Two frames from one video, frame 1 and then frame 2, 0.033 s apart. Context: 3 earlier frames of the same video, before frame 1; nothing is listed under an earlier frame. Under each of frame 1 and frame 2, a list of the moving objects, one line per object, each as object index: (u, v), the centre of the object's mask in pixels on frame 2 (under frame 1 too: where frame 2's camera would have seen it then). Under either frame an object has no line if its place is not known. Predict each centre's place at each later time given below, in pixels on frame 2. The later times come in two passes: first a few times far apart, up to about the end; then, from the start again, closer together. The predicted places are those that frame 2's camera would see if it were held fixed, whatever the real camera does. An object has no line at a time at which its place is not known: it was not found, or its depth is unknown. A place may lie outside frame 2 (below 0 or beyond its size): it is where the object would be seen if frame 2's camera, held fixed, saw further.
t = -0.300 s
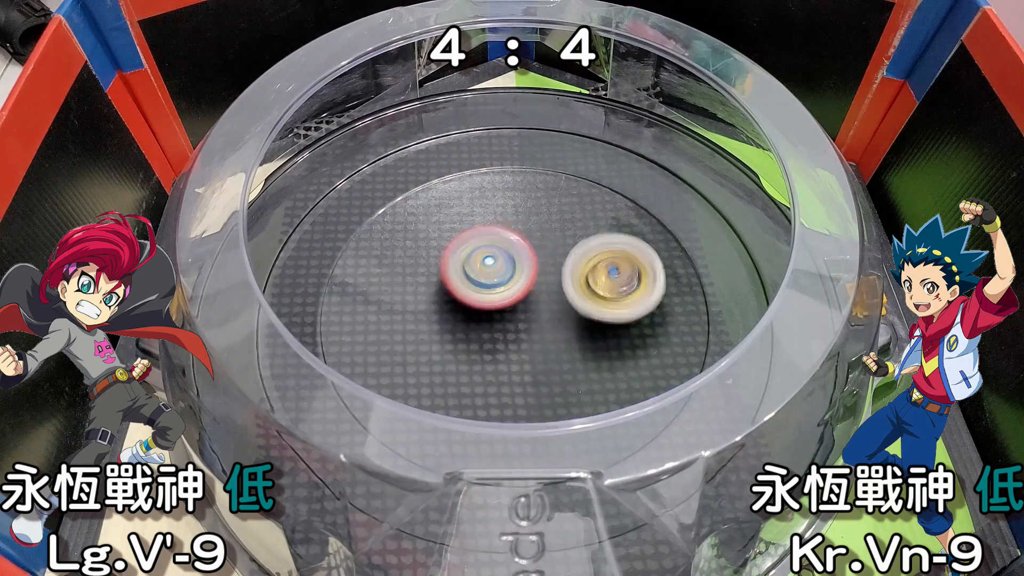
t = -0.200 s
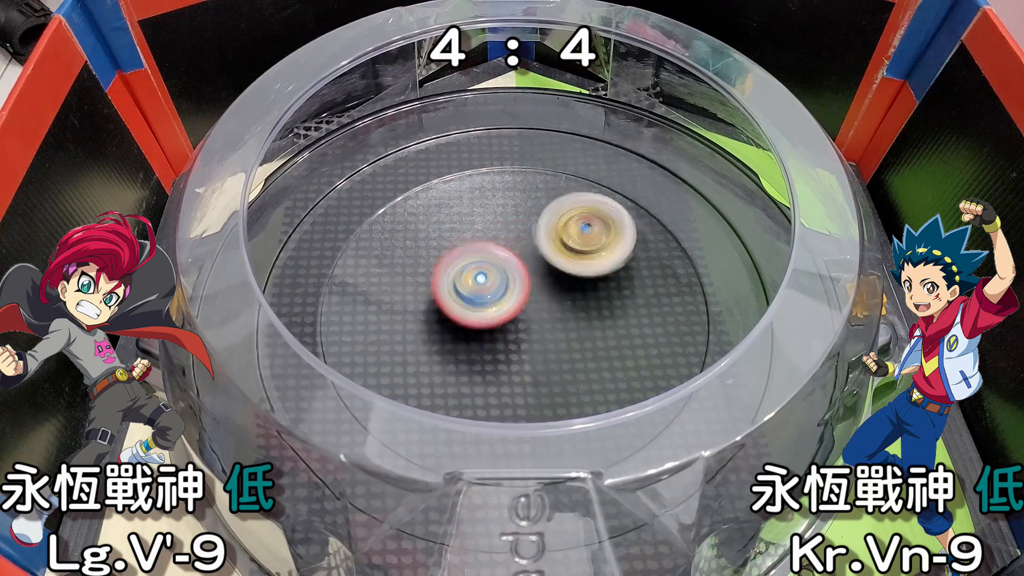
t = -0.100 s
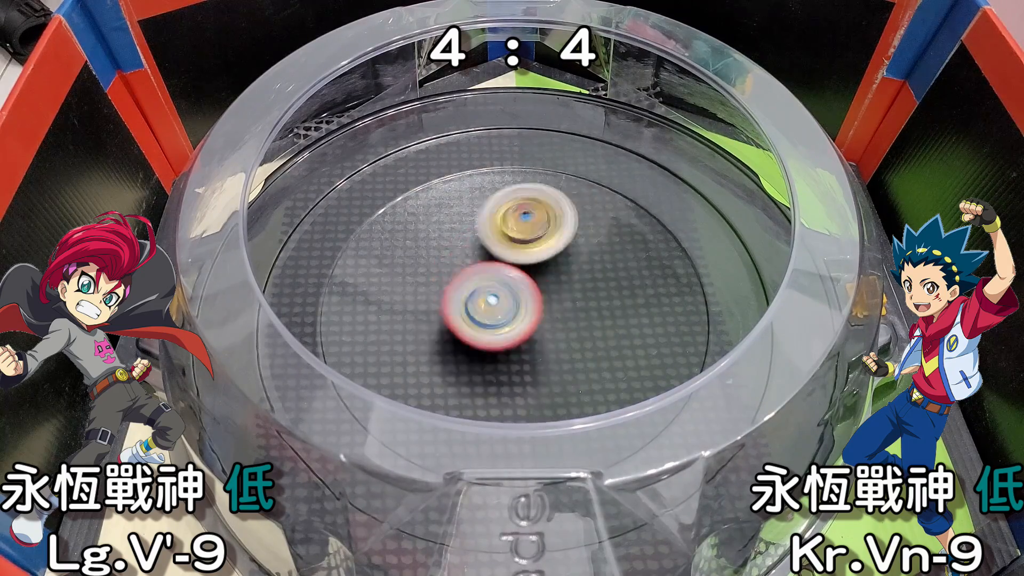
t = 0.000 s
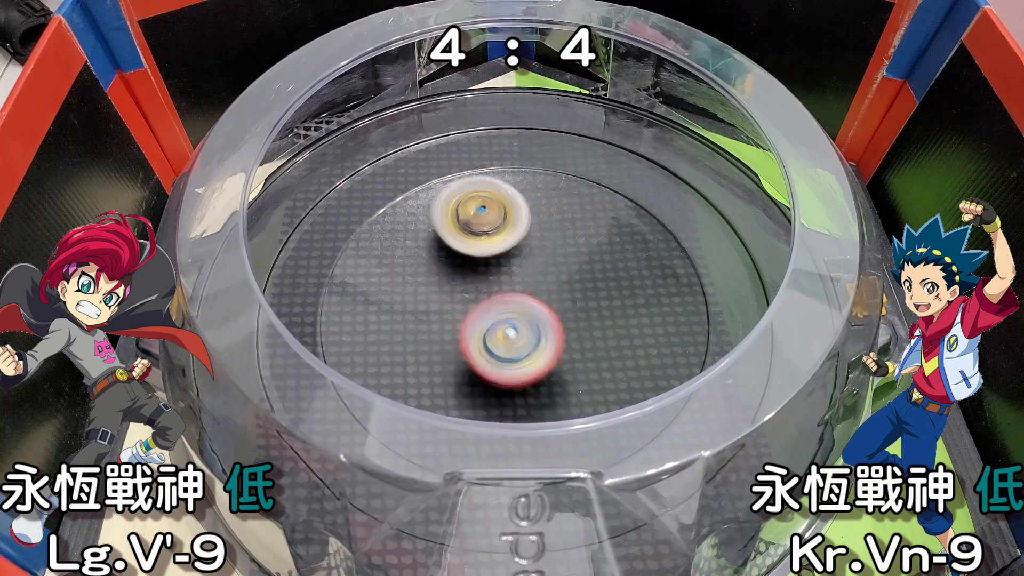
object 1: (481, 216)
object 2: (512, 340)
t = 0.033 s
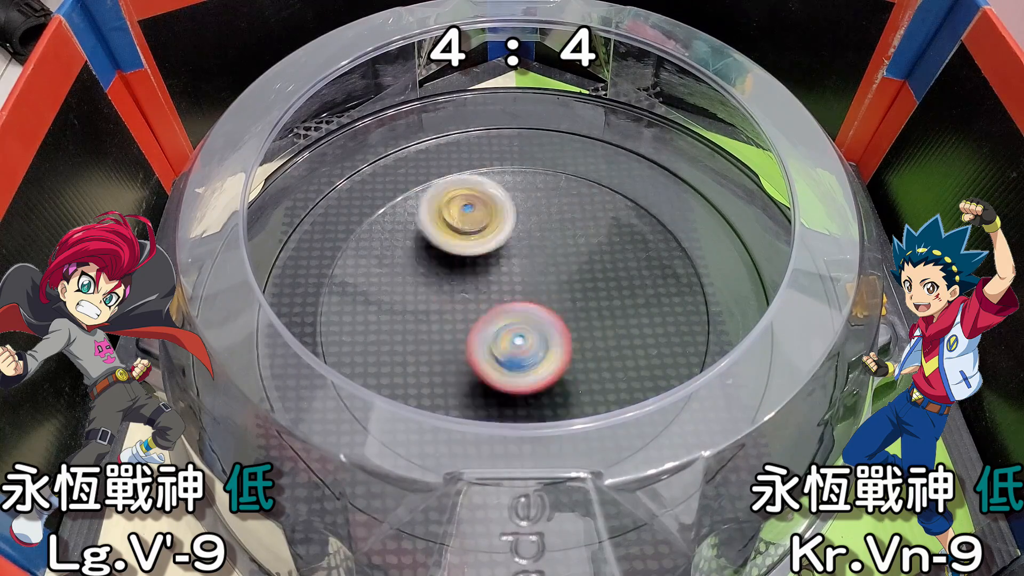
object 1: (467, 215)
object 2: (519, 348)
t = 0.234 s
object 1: (427, 290)
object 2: (575, 327)
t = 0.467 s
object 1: (495, 351)
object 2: (609, 255)
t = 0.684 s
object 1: (564, 298)
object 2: (552, 208)
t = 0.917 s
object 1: (468, 281)
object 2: (469, 186)
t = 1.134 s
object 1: (499, 355)
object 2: (414, 235)
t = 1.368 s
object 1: (553, 284)
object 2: (451, 326)
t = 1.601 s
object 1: (452, 282)
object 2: (559, 346)
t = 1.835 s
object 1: (512, 348)
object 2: (612, 288)
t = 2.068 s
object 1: (503, 321)
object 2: (625, 208)
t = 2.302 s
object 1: (496, 337)
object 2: (565, 192)
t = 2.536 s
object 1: (490, 301)
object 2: (504, 210)
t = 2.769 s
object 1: (424, 308)
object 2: (478, 204)
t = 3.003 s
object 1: (494, 320)
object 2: (473, 225)
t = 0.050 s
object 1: (459, 217)
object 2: (525, 350)
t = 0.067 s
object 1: (452, 219)
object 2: (530, 350)
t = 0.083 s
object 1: (444, 223)
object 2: (536, 350)
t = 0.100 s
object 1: (437, 228)
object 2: (541, 349)
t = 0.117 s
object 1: (433, 234)
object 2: (547, 348)
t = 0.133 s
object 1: (428, 240)
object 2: (552, 347)
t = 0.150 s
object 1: (424, 248)
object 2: (557, 344)
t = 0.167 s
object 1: (423, 255)
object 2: (562, 342)
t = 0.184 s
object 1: (421, 264)
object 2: (566, 338)
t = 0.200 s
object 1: (422, 273)
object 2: (569, 335)
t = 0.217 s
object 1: (424, 281)
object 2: (573, 332)
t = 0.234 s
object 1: (427, 290)
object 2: (575, 327)
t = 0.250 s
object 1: (432, 299)
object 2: (577, 323)
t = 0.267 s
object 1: (438, 308)
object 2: (578, 319)
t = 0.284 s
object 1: (445, 315)
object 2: (579, 315)
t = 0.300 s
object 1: (455, 322)
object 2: (579, 310)
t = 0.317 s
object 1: (464, 328)
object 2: (579, 306)
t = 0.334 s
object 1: (475, 333)
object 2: (578, 302)
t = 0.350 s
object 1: (479, 336)
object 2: (584, 296)
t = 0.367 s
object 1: (476, 340)
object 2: (594, 289)
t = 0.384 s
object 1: (474, 342)
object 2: (602, 282)
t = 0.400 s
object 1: (474, 345)
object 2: (608, 276)
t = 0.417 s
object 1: (477, 347)
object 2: (611, 270)
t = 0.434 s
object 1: (481, 349)
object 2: (612, 265)
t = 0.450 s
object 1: (487, 350)
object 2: (611, 260)
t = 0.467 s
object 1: (495, 351)
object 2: (609, 255)
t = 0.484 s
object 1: (504, 352)
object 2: (607, 249)
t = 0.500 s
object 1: (514, 351)
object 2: (604, 244)
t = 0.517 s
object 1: (523, 350)
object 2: (600, 240)
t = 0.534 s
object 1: (532, 347)
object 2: (596, 236)
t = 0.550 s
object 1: (541, 343)
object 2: (592, 232)
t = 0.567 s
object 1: (548, 338)
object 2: (588, 229)
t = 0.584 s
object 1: (555, 332)
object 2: (583, 227)
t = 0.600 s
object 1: (560, 326)
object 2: (578, 225)
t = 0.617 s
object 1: (564, 319)
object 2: (572, 223)
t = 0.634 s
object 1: (567, 311)
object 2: (566, 223)
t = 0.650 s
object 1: (567, 305)
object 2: (561, 220)
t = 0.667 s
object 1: (566, 302)
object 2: (556, 214)
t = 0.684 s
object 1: (564, 298)
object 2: (552, 208)
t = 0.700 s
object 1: (561, 294)
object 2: (547, 202)
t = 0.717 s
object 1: (558, 289)
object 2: (541, 199)
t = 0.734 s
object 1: (553, 283)
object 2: (535, 196)
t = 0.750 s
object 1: (548, 278)
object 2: (529, 194)
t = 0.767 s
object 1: (542, 274)
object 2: (523, 193)
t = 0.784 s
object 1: (534, 270)
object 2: (517, 190)
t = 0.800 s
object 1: (526, 268)
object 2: (511, 188)
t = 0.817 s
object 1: (517, 267)
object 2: (505, 187)
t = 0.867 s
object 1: (490, 270)
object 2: (487, 185)
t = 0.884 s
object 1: (482, 273)
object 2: (481, 185)
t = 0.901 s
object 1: (475, 277)
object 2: (474, 185)
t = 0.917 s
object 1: (468, 281)
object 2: (469, 186)
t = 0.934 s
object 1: (463, 287)
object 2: (463, 187)
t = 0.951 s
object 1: (459, 293)
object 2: (457, 189)
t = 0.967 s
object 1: (456, 300)
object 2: (451, 191)
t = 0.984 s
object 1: (454, 307)
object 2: (446, 194)
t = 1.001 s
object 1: (454, 314)
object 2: (441, 196)
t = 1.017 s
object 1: (455, 321)
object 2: (436, 200)
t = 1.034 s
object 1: (458, 328)
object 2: (431, 203)
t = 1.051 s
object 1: (462, 334)
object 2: (427, 208)
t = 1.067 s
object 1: (467, 340)
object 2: (424, 212)
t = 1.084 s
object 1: (474, 346)
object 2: (420, 217)
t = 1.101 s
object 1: (481, 350)
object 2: (417, 223)
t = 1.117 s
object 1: (490, 353)
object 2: (416, 229)
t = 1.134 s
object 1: (499, 355)
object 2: (414, 235)
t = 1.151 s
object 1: (508, 355)
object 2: (413, 242)
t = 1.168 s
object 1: (517, 354)
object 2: (412, 248)
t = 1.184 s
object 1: (526, 352)
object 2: (412, 255)
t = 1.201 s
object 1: (535, 349)
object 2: (413, 262)
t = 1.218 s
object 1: (542, 345)
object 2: (414, 270)
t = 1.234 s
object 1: (549, 340)
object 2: (416, 276)
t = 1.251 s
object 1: (554, 333)
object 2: (419, 283)
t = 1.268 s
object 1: (558, 327)
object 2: (421, 290)
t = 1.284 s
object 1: (561, 320)
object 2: (425, 297)
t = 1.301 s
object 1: (562, 312)
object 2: (429, 303)
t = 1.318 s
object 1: (561, 305)
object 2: (433, 310)
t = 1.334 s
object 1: (560, 298)
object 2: (438, 315)
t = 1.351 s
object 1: (557, 291)
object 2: (444, 321)
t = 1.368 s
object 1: (553, 284)
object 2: (451, 326)
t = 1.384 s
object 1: (548, 278)
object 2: (457, 332)
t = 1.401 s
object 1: (541, 273)
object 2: (464, 336)
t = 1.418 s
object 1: (534, 268)
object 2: (472, 340)
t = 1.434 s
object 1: (526, 265)
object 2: (479, 343)
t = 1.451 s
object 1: (518, 262)
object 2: (487, 346)
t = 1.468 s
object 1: (510, 260)
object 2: (495, 348)
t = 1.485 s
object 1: (502, 260)
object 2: (504, 349)
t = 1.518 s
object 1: (484, 262)
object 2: (520, 351)
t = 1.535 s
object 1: (477, 264)
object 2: (528, 351)
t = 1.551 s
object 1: (469, 267)
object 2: (536, 351)
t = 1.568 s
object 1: (463, 271)
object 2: (544, 350)
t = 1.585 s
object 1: (457, 277)
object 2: (552, 348)
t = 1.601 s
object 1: (452, 282)
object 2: (559, 346)
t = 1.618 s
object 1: (449, 288)
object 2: (566, 343)
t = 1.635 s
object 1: (446, 295)
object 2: (573, 340)
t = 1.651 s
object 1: (445, 302)
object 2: (579, 336)
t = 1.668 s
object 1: (445, 309)
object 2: (585, 332)
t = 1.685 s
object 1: (447, 316)
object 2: (590, 328)
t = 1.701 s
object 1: (450, 322)
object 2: (594, 323)
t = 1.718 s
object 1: (455, 329)
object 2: (598, 319)
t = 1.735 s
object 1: (460, 334)
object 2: (602, 314)
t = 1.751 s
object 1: (467, 339)
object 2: (605, 310)
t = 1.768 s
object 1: (475, 344)
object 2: (607, 305)
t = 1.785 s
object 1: (484, 347)
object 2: (609, 301)
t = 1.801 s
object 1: (493, 348)
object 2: (611, 296)
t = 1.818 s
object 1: (503, 349)
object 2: (612, 292)
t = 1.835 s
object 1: (512, 348)
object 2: (612, 288)
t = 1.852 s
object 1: (521, 346)
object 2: (611, 284)
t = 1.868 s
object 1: (530, 343)
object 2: (610, 281)
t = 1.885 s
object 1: (536, 339)
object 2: (610, 277)
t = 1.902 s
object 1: (533, 337)
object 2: (617, 268)
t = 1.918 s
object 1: (528, 337)
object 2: (624, 258)
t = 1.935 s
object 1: (524, 335)
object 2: (630, 250)
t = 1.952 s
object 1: (521, 333)
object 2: (633, 242)
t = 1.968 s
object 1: (519, 331)
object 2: (634, 236)
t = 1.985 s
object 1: (517, 329)
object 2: (633, 231)
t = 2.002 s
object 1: (514, 326)
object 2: (633, 226)
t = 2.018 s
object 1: (512, 325)
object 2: (631, 220)
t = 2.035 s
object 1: (509, 323)
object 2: (629, 216)
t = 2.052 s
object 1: (506, 322)
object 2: (627, 211)
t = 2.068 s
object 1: (503, 321)
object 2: (625, 208)
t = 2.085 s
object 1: (499, 321)
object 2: (622, 204)
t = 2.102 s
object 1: (496, 321)
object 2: (619, 201)
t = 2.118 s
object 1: (493, 321)
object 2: (615, 198)
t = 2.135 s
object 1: (490, 323)
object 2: (611, 196)
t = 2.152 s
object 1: (487, 324)
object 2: (608, 194)
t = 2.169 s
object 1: (485, 326)
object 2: (603, 192)
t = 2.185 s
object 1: (483, 328)
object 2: (599, 191)
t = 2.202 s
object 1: (483, 330)
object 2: (595, 190)
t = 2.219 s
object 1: (483, 332)
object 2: (590, 190)
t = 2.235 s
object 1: (485, 334)
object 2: (585, 190)
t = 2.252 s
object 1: (487, 336)
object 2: (580, 190)
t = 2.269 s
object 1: (489, 337)
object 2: (575, 190)
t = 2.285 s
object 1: (492, 337)
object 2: (570, 191)
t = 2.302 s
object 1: (496, 337)
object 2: (565, 192)
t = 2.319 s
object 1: (499, 336)
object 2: (559, 195)
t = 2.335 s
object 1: (503, 335)
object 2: (554, 196)
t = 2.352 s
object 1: (506, 332)
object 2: (549, 199)
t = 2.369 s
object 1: (509, 329)
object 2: (543, 202)
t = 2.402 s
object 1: (511, 321)
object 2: (532, 207)
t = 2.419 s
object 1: (512, 316)
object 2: (526, 211)
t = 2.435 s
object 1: (510, 311)
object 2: (520, 215)
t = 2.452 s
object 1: (509, 307)
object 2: (514, 219)
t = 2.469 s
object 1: (505, 304)
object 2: (510, 221)
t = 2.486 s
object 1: (502, 304)
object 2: (509, 216)
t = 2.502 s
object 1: (498, 303)
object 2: (507, 213)
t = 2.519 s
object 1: (494, 302)
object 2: (506, 210)
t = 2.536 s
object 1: (490, 301)
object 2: (504, 210)
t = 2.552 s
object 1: (485, 298)
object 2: (501, 210)
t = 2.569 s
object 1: (480, 296)
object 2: (497, 210)
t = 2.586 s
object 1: (475, 294)
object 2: (493, 211)
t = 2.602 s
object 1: (469, 293)
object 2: (491, 212)
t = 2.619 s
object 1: (462, 294)
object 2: (490, 209)
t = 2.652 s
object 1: (450, 296)
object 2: (489, 206)
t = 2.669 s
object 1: (444, 296)
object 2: (487, 205)
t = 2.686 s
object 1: (439, 298)
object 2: (486, 205)
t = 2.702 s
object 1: (434, 300)
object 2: (484, 204)
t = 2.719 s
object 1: (430, 302)
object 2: (482, 204)
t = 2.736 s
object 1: (427, 304)
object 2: (481, 204)
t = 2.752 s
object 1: (425, 306)
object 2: (480, 204)
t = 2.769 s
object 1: (424, 308)
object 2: (478, 204)
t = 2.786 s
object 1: (424, 311)
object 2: (477, 205)
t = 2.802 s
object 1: (426, 314)
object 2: (477, 206)
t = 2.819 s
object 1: (428, 317)
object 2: (475, 207)
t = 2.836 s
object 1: (433, 320)
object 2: (474, 208)
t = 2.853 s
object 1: (438, 321)
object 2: (473, 209)
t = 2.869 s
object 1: (443, 324)
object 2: (472, 212)
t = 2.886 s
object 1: (450, 325)
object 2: (472, 213)
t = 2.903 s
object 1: (457, 325)
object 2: (471, 215)
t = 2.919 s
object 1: (464, 325)
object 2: (471, 218)
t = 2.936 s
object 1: (472, 324)
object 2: (471, 221)
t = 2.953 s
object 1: (478, 321)
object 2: (471, 224)
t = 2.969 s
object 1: (484, 319)
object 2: (471, 227)
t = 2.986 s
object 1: (489, 316)
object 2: (472, 229)
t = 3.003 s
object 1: (494, 320)
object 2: (473, 225)
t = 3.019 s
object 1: (498, 322)
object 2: (475, 222)
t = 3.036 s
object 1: (503, 323)
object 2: (477, 221)
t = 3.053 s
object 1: (507, 323)
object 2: (477, 221)
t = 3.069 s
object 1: (512, 321)
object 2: (478, 221)
